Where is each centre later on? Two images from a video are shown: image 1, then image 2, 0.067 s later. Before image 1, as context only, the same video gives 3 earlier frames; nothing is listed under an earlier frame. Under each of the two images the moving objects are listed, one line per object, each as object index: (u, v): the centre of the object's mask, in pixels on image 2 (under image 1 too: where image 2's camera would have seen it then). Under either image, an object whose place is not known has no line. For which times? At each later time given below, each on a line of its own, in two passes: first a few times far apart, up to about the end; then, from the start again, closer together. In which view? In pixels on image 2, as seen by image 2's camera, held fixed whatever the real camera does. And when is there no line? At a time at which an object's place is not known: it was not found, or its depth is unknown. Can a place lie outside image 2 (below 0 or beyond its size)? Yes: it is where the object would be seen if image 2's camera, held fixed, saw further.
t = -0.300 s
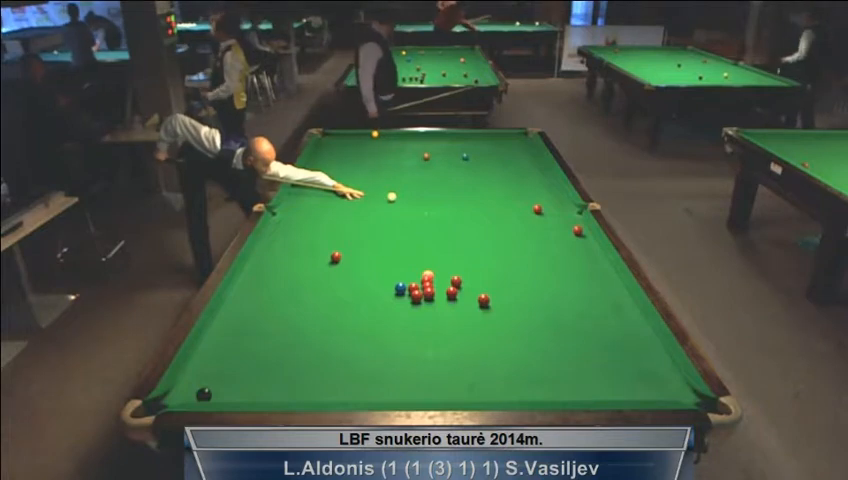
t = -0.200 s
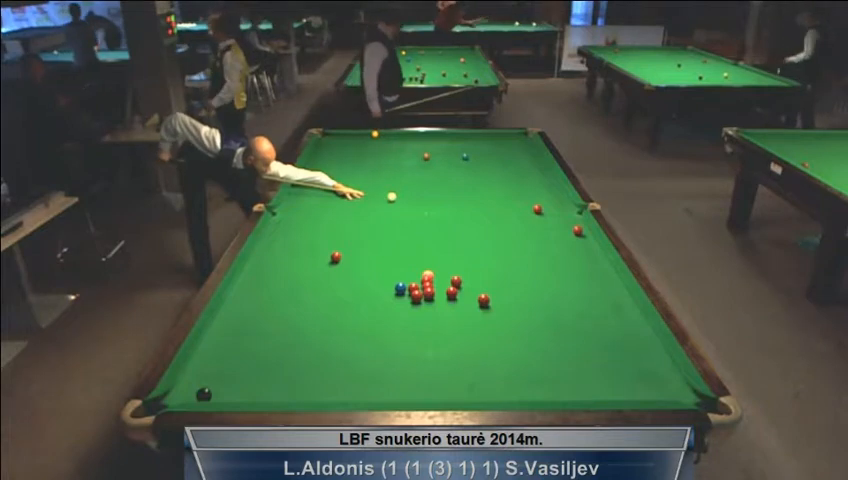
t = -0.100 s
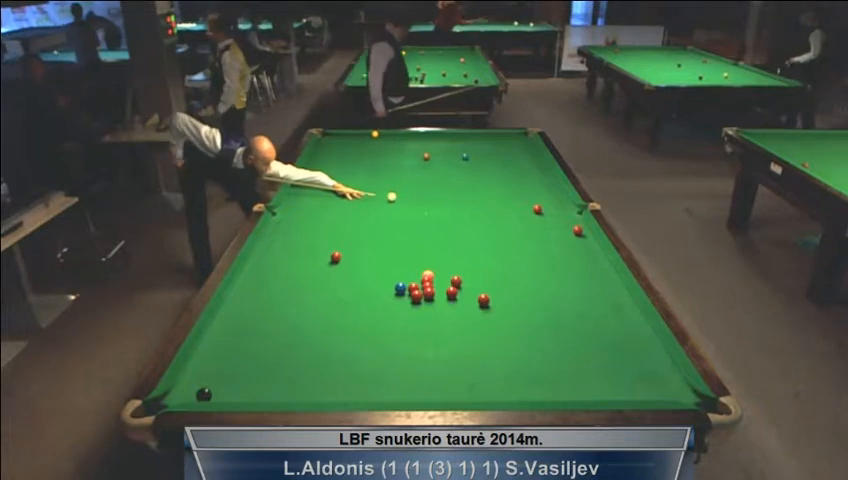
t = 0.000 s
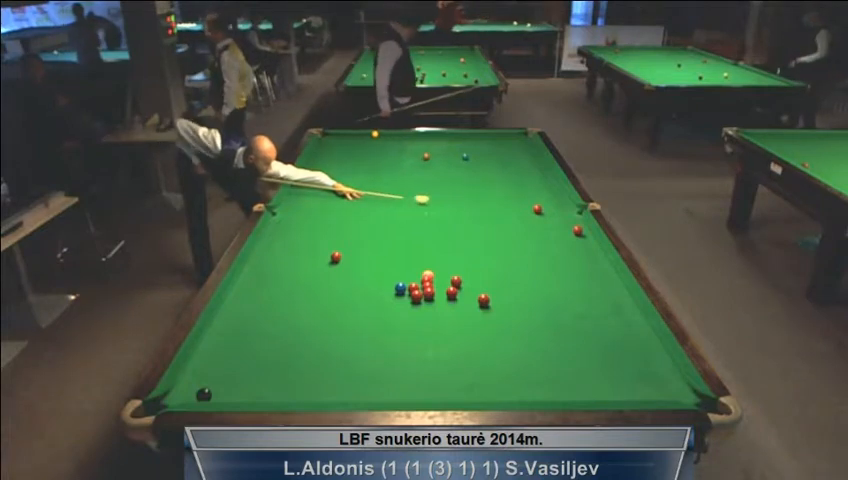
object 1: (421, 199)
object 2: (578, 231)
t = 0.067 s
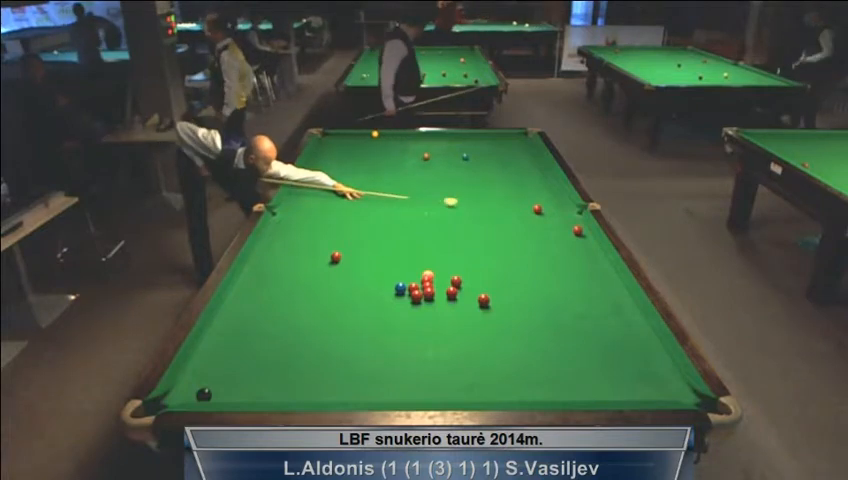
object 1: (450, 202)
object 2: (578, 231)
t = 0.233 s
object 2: (578, 231)
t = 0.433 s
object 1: (539, 215)
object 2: (578, 231)
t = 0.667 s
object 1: (567, 224)
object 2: (578, 231)
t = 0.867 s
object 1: (582, 227)
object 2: (582, 235)
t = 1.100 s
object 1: (570, 229)
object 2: (588, 242)
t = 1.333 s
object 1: (559, 232)
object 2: (595, 248)
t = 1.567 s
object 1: (548, 233)
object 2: (600, 254)
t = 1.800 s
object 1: (537, 235)
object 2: (602, 259)
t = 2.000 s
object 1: (529, 237)
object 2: (602, 263)
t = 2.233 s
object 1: (520, 238)
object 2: (603, 267)
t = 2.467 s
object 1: (512, 239)
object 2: (604, 272)
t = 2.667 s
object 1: (506, 240)
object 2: (605, 275)
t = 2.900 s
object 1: (500, 240)
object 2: (605, 278)
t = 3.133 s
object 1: (494, 241)
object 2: (605, 280)
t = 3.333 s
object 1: (490, 241)
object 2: (605, 282)
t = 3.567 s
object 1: (486, 242)
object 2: (605, 284)
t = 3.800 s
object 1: (484, 242)
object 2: (605, 285)
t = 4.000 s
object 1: (482, 242)
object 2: (605, 285)
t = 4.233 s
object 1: (481, 242)
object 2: (605, 285)
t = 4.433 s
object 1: (481, 242)
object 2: (605, 285)
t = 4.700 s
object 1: (481, 242)
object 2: (605, 285)
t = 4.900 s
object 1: (482, 243)
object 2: (605, 284)
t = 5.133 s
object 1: (482, 243)
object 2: (605, 284)
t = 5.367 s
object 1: (482, 242)
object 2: (605, 284)
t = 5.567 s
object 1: (481, 243)
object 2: (605, 284)
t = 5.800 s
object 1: (481, 243)
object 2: (605, 284)
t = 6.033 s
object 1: (482, 242)
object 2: (605, 284)
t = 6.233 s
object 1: (481, 243)
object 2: (605, 284)
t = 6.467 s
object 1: (482, 243)
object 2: (605, 284)
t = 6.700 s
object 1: (481, 243)
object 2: (605, 284)
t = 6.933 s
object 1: (482, 242)
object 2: (605, 284)
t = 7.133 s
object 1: (482, 243)
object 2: (605, 284)
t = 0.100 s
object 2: (578, 231)
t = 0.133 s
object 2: (578, 231)
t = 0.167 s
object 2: (578, 231)
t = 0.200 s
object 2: (578, 231)
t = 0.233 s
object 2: (578, 231)
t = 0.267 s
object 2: (578, 231)
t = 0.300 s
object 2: (578, 231)
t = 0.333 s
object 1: (531, 211)
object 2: (578, 231)
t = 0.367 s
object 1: (533, 213)
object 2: (578, 231)
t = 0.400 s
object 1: (536, 214)
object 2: (578, 231)
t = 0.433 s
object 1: (539, 215)
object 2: (578, 231)
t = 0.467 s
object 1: (543, 216)
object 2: (578, 231)
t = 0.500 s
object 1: (547, 217)
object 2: (578, 231)
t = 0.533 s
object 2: (578, 231)
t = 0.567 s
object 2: (578, 231)
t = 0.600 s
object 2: (578, 231)
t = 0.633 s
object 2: (578, 231)
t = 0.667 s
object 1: (567, 224)
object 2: (578, 231)
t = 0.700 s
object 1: (570, 225)
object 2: (578, 231)
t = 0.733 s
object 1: (573, 225)
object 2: (578, 231)
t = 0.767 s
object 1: (577, 225)
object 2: (580, 233)
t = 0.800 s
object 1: (581, 226)
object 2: (580, 233)
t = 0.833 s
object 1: (583, 226)
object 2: (581, 234)
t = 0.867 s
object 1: (582, 227)
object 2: (582, 235)
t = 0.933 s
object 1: (580, 227)
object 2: (583, 236)
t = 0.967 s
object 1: (577, 228)
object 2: (585, 238)
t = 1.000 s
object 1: (576, 228)
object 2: (586, 239)
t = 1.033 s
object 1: (574, 229)
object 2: (587, 240)
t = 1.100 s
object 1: (570, 229)
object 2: (588, 242)
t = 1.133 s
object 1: (569, 230)
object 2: (589, 243)
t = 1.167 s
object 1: (567, 230)
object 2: (590, 244)
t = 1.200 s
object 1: (565, 231)
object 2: (591, 245)
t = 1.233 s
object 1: (564, 231)
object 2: (592, 245)
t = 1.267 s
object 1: (562, 231)
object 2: (593, 246)
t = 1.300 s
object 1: (560, 231)
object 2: (594, 247)
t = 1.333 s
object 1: (559, 232)
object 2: (595, 248)
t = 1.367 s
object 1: (557, 232)
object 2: (596, 249)
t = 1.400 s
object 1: (556, 232)
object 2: (597, 250)
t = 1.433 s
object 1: (554, 233)
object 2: (598, 250)
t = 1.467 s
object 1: (552, 233)
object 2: (599, 252)
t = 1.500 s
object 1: (551, 233)
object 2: (600, 252)
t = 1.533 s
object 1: (549, 233)
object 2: (600, 253)
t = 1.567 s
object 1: (548, 233)
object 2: (600, 254)
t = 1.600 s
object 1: (546, 234)
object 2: (601, 254)
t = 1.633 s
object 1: (545, 234)
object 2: (601, 255)
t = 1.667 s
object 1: (543, 234)
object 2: (601, 256)
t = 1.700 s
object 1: (542, 235)
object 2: (601, 257)
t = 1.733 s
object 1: (540, 235)
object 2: (601, 258)
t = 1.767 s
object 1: (539, 235)
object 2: (602, 259)
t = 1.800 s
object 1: (537, 235)
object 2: (602, 259)
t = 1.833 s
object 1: (536, 235)
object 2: (602, 260)
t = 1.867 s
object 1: (534, 235)
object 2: (602, 261)
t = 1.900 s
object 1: (533, 236)
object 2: (602, 261)
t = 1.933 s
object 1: (532, 236)
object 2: (602, 262)
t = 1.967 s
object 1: (530, 236)
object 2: (602, 263)
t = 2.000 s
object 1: (529, 237)
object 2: (602, 263)
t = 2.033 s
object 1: (528, 237)
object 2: (603, 264)
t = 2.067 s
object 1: (526, 237)
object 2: (603, 265)
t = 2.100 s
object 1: (525, 237)
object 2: (603, 265)
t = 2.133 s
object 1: (524, 237)
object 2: (603, 265)
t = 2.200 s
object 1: (521, 238)
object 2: (603, 267)
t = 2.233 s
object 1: (520, 238)
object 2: (603, 267)
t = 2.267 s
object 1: (519, 238)
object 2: (604, 268)
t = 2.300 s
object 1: (518, 238)
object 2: (604, 269)
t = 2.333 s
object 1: (516, 238)
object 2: (604, 270)
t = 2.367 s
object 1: (515, 238)
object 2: (604, 270)
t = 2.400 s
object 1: (514, 239)
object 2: (604, 271)
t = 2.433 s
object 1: (513, 239)
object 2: (604, 271)
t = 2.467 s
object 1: (512, 239)
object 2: (604, 272)
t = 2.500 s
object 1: (511, 239)
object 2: (604, 273)
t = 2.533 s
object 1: (510, 239)
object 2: (604, 273)
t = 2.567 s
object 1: (509, 239)
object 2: (605, 273)
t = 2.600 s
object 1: (508, 239)
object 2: (605, 274)
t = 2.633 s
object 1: (507, 240)
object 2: (605, 275)
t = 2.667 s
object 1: (506, 240)
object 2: (605, 275)
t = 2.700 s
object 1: (505, 240)
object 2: (604, 275)
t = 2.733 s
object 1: (504, 240)
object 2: (605, 276)
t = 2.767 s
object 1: (503, 240)
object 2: (605, 276)
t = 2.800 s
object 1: (502, 240)
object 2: (605, 277)
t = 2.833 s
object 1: (501, 240)
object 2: (605, 277)
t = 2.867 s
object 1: (500, 240)
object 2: (605, 278)
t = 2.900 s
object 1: (500, 240)
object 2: (605, 278)
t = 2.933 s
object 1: (499, 240)
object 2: (605, 279)
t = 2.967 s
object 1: (498, 240)
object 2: (605, 279)
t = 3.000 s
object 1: (497, 240)
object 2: (605, 279)
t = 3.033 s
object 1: (496, 241)
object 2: (605, 280)
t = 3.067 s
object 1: (496, 241)
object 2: (605, 280)
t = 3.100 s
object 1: (495, 241)
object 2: (605, 280)
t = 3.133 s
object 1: (494, 241)
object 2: (605, 280)
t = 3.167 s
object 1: (493, 241)
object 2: (605, 281)
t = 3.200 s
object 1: (493, 241)
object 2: (605, 281)
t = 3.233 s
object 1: (492, 241)
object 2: (605, 281)
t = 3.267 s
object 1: (491, 241)
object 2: (605, 282)
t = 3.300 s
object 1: (491, 241)
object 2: (605, 282)
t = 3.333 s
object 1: (490, 241)
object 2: (605, 282)
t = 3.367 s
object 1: (490, 241)
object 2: (605, 283)
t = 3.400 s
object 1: (489, 242)
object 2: (605, 283)
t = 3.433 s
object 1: (488, 242)
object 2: (605, 283)
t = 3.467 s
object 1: (488, 242)
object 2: (605, 283)
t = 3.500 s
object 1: (487, 242)
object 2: (605, 283)
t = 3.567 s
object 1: (486, 242)
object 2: (605, 284)
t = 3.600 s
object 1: (486, 242)
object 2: (605, 284)
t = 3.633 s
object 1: (486, 242)
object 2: (605, 284)
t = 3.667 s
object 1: (485, 242)
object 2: (605, 284)
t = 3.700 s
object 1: (485, 242)
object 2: (605, 285)
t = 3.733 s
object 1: (485, 242)
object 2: (605, 285)
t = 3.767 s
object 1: (484, 242)
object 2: (605, 285)
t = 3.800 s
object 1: (484, 242)
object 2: (605, 285)
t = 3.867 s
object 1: (483, 242)
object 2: (605, 285)
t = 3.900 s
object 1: (483, 242)
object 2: (605, 285)
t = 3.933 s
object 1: (483, 242)
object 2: (605, 285)
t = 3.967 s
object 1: (483, 242)
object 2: (605, 285)
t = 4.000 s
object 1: (482, 242)
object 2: (605, 285)
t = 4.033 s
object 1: (482, 242)
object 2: (605, 285)
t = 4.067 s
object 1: (482, 242)
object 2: (605, 285)
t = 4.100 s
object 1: (482, 242)
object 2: (605, 285)
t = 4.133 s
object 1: (482, 242)
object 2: (605, 285)
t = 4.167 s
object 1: (482, 242)
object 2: (605, 285)
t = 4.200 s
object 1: (482, 242)
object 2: (605, 285)
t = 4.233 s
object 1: (481, 242)
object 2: (605, 285)
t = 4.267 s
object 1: (481, 242)
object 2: (605, 285)
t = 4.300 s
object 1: (481, 242)
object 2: (605, 285)
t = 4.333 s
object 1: (481, 242)
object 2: (605, 285)
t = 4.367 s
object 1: (481, 242)
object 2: (605, 285)
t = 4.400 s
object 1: (481, 242)
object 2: (605, 285)
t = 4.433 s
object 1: (481, 242)
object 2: (605, 285)
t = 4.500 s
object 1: (481, 242)
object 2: (605, 285)
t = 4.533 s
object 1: (481, 242)
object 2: (605, 285)
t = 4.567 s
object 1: (481, 242)
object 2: (605, 285)
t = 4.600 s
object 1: (481, 242)
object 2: (605, 285)
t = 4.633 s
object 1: (481, 242)
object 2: (605, 285)
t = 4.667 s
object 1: (481, 242)
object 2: (605, 285)
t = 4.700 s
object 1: (481, 242)
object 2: (605, 285)
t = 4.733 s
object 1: (481, 242)
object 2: (605, 285)
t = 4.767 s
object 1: (481, 243)
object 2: (605, 285)
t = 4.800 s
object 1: (481, 243)
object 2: (605, 285)
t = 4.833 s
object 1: (481, 243)
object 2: (605, 285)
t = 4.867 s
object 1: (482, 243)
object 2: (605, 284)
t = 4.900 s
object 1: (482, 243)
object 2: (605, 284)
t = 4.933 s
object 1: (482, 243)
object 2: (605, 284)
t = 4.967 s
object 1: (482, 243)
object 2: (605, 284)
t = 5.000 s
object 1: (482, 243)
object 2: (605, 284)
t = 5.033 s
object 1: (482, 243)
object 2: (605, 284)
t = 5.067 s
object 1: (482, 243)
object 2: (605, 284)
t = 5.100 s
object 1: (482, 243)
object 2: (605, 284)
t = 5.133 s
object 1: (482, 243)
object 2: (605, 284)
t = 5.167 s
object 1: (482, 243)
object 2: (605, 284)
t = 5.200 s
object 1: (482, 243)
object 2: (605, 284)
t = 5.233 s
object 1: (482, 243)
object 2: (605, 284)
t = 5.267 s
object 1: (482, 243)
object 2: (605, 284)
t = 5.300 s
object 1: (482, 242)
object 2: (605, 284)
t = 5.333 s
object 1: (482, 242)
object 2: (605, 284)
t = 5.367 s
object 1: (482, 242)
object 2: (605, 284)
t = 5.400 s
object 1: (481, 242)
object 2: (605, 284)
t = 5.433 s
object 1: (482, 242)
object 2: (605, 284)
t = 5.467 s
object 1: (482, 242)
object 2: (605, 284)
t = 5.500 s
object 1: (481, 243)
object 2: (605, 284)
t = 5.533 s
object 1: (482, 242)
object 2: (605, 284)
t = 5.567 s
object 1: (481, 243)
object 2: (605, 284)
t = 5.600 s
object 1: (481, 243)
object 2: (605, 284)
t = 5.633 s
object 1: (481, 243)
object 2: (605, 284)
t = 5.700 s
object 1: (482, 242)
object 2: (605, 284)
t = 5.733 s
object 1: (481, 243)
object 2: (605, 284)
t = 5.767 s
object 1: (481, 243)
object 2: (605, 284)
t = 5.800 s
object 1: (481, 243)
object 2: (605, 284)
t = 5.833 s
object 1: (481, 243)
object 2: (605, 284)
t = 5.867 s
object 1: (481, 243)
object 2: (605, 284)
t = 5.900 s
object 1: (482, 243)
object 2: (605, 284)
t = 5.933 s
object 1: (482, 243)
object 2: (605, 284)
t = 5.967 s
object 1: (482, 243)
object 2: (605, 284)
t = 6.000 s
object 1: (482, 243)
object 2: (605, 284)
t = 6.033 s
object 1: (482, 242)
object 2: (605, 284)
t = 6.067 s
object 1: (482, 243)
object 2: (605, 284)
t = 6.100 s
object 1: (481, 242)
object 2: (605, 284)
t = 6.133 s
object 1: (482, 242)
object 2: (605, 284)
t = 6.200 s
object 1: (482, 243)
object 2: (605, 284)
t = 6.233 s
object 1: (481, 243)
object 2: (605, 284)
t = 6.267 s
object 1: (482, 243)
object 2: (605, 284)
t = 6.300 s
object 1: (482, 243)
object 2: (605, 284)
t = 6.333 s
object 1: (482, 243)
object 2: (605, 284)
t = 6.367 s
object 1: (481, 242)
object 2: (605, 284)
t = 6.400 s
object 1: (481, 243)
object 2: (605, 284)
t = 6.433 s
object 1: (482, 243)
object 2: (605, 284)
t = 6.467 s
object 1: (482, 243)
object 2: (605, 284)
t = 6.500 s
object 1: (481, 243)
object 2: (605, 284)
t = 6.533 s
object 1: (481, 243)
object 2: (605, 284)
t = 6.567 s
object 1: (482, 243)
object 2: (605, 284)
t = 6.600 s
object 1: (482, 243)
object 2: (605, 284)
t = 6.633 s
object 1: (481, 243)
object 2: (605, 284)
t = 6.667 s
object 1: (482, 242)
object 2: (605, 284)
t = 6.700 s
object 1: (481, 243)
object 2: (605, 284)
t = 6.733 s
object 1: (481, 243)
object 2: (605, 284)
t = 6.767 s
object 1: (482, 243)
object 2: (605, 284)
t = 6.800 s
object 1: (482, 243)
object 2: (605, 284)
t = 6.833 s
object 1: (482, 243)
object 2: (605, 284)
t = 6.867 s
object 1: (482, 242)
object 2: (605, 284)
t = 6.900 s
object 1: (482, 242)
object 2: (605, 284)
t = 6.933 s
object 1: (482, 242)
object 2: (605, 284)
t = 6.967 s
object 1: (482, 242)
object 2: (605, 284)
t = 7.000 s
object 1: (482, 242)
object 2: (605, 284)
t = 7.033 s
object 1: (482, 242)
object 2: (605, 284)
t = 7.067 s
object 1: (482, 242)
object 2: (605, 284)
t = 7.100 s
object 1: (482, 243)
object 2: (605, 284)
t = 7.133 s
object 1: (482, 243)
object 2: (605, 284)
